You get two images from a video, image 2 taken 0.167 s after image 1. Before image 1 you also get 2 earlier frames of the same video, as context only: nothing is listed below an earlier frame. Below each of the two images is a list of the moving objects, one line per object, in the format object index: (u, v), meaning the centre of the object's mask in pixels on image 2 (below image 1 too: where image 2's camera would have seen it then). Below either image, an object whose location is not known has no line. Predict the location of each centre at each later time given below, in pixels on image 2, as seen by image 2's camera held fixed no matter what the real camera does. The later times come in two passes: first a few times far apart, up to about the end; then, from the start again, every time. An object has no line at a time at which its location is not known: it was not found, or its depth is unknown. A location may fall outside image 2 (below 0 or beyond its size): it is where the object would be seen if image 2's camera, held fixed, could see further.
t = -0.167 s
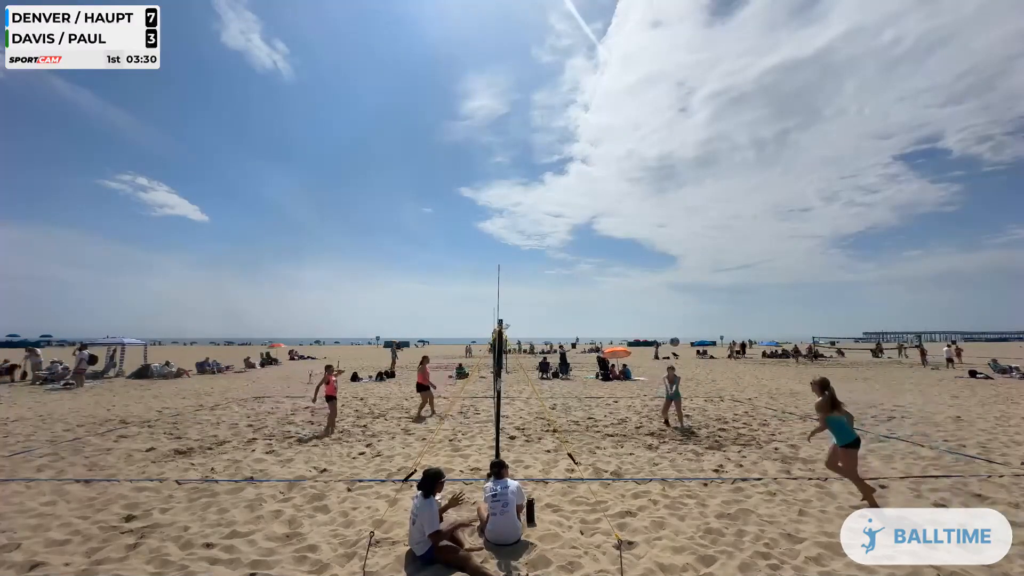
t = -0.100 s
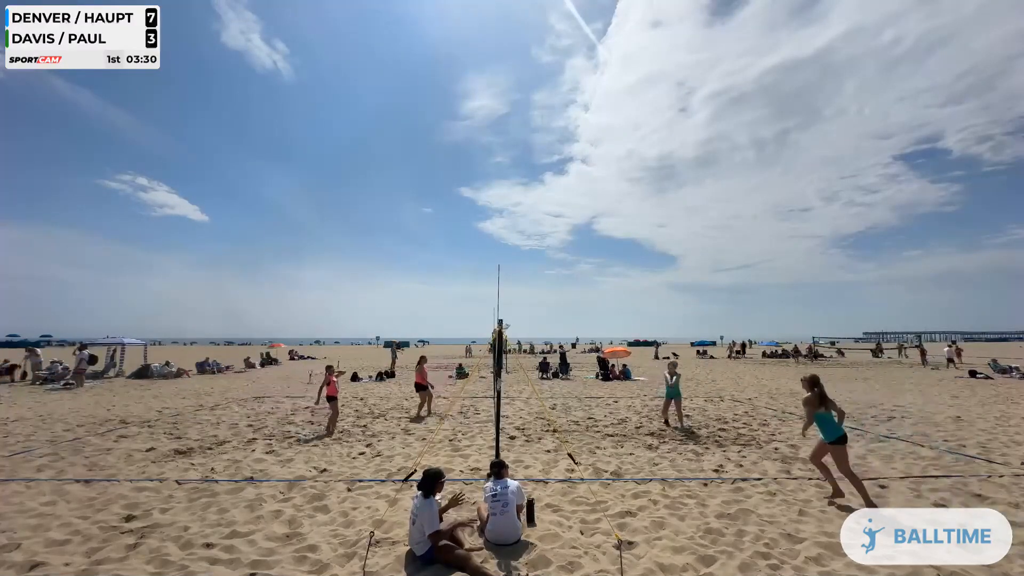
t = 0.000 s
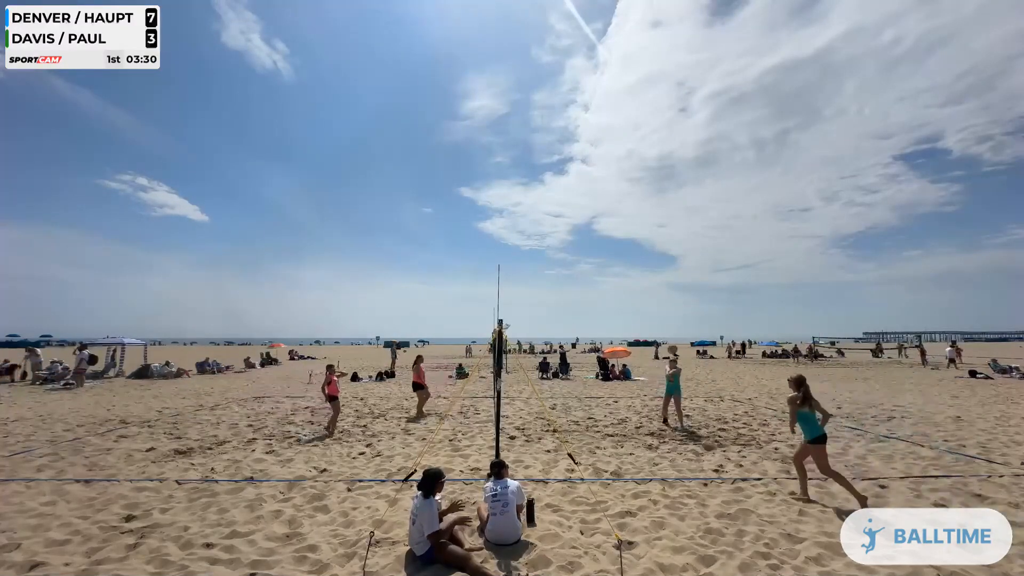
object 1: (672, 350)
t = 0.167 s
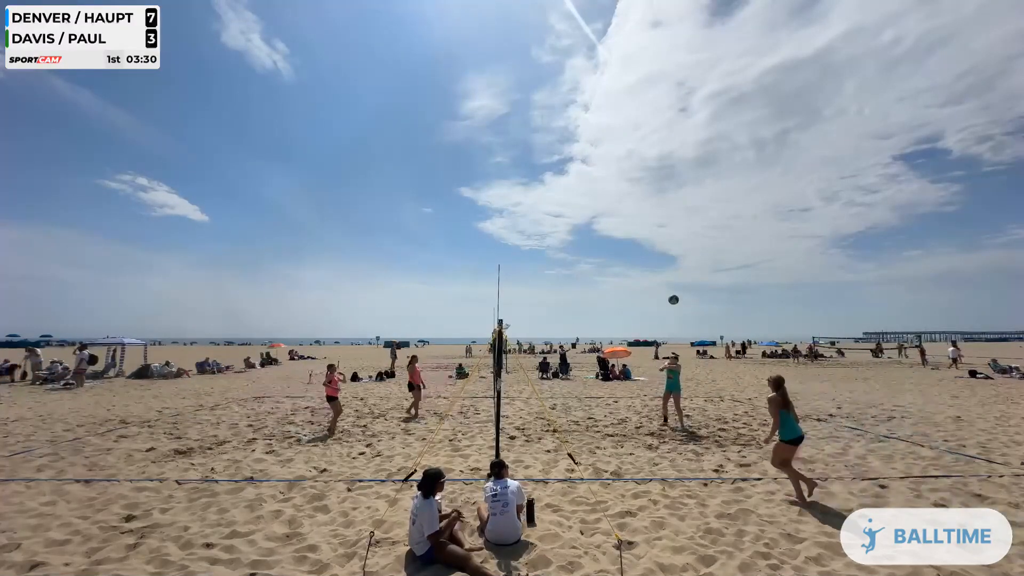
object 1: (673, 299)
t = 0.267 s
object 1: (674, 275)
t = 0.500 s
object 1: (678, 235)
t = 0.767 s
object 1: (685, 217)
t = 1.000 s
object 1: (695, 231)
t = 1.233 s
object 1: (708, 277)
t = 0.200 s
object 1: (674, 291)
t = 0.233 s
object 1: (674, 283)
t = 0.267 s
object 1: (674, 275)
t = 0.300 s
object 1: (675, 268)
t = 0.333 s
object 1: (675, 262)
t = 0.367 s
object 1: (676, 255)
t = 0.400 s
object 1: (676, 250)
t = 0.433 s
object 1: (677, 244)
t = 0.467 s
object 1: (677, 240)
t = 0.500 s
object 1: (678, 235)
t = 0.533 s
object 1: (679, 231)
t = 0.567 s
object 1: (680, 228)
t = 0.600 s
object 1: (680, 225)
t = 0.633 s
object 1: (681, 222)
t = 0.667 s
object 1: (682, 220)
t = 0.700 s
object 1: (683, 218)
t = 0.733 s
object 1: (684, 218)
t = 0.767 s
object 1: (685, 217)
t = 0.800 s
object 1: (686, 217)
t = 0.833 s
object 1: (688, 218)
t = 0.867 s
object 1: (689, 219)
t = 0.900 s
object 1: (691, 221)
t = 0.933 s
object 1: (692, 224)
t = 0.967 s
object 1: (693, 227)
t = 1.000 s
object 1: (695, 231)
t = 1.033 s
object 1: (696, 235)
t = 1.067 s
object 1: (698, 240)
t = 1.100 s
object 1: (700, 246)
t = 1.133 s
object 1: (702, 253)
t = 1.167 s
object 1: (704, 260)
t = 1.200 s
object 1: (706, 268)
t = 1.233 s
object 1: (708, 277)
